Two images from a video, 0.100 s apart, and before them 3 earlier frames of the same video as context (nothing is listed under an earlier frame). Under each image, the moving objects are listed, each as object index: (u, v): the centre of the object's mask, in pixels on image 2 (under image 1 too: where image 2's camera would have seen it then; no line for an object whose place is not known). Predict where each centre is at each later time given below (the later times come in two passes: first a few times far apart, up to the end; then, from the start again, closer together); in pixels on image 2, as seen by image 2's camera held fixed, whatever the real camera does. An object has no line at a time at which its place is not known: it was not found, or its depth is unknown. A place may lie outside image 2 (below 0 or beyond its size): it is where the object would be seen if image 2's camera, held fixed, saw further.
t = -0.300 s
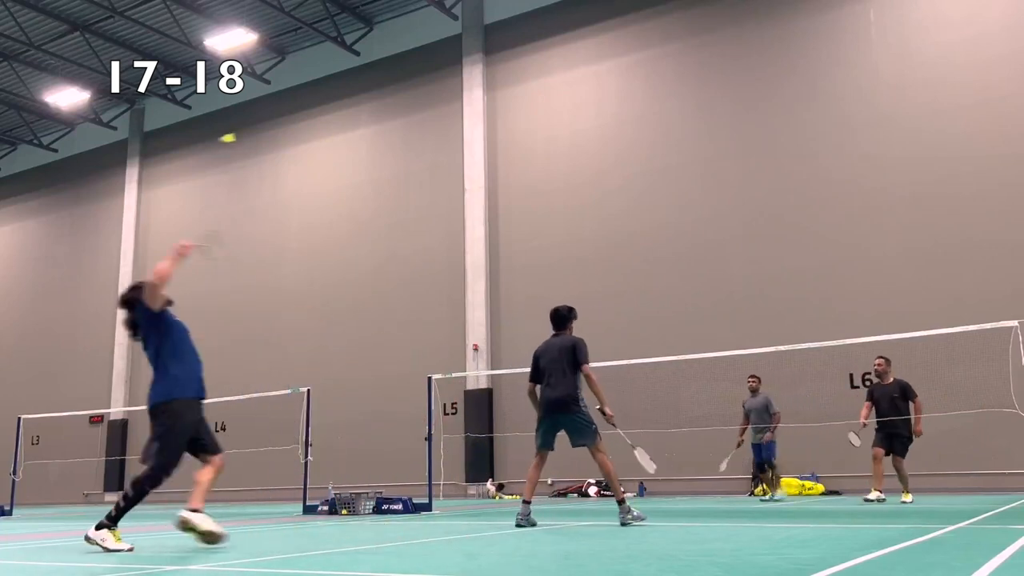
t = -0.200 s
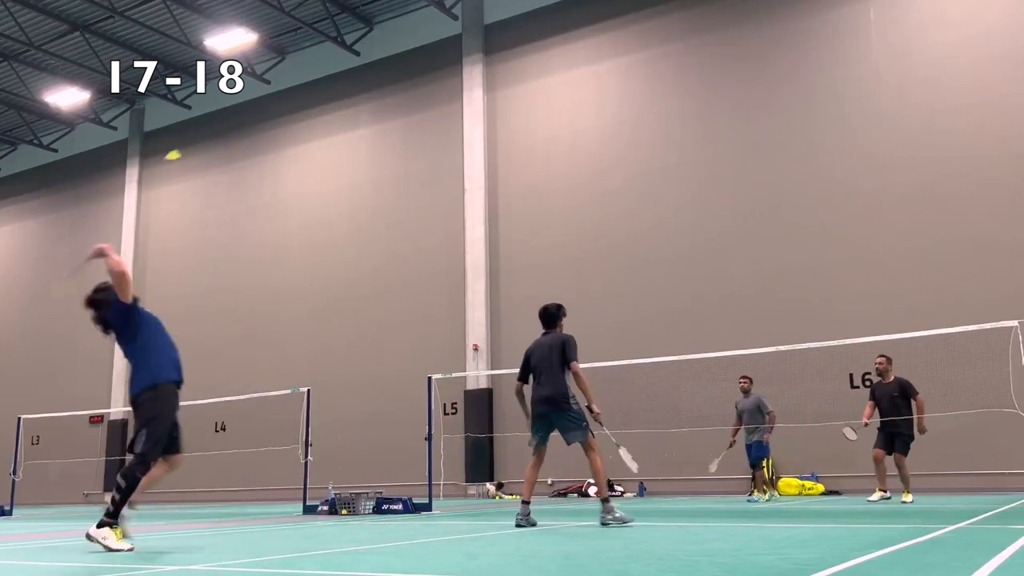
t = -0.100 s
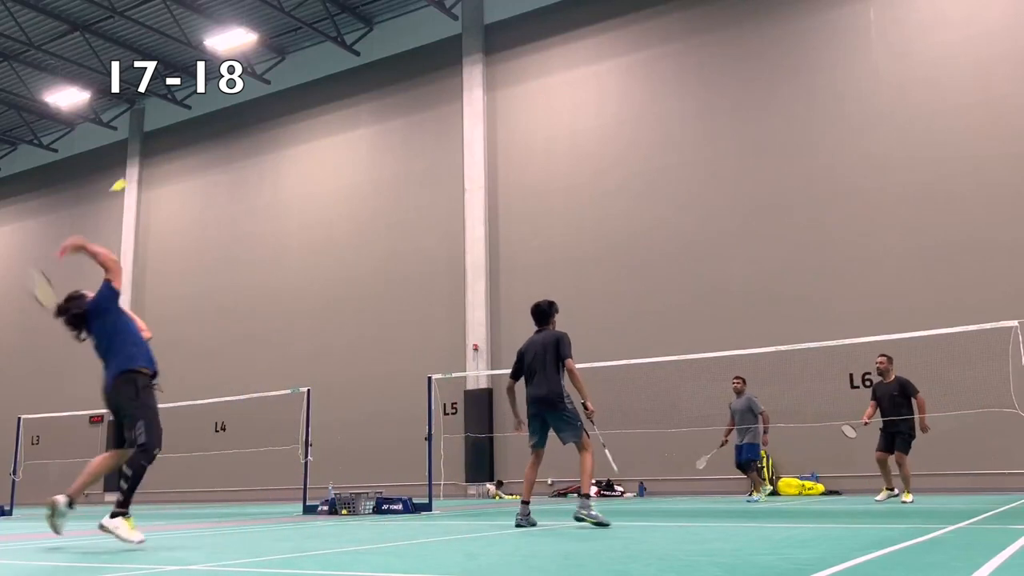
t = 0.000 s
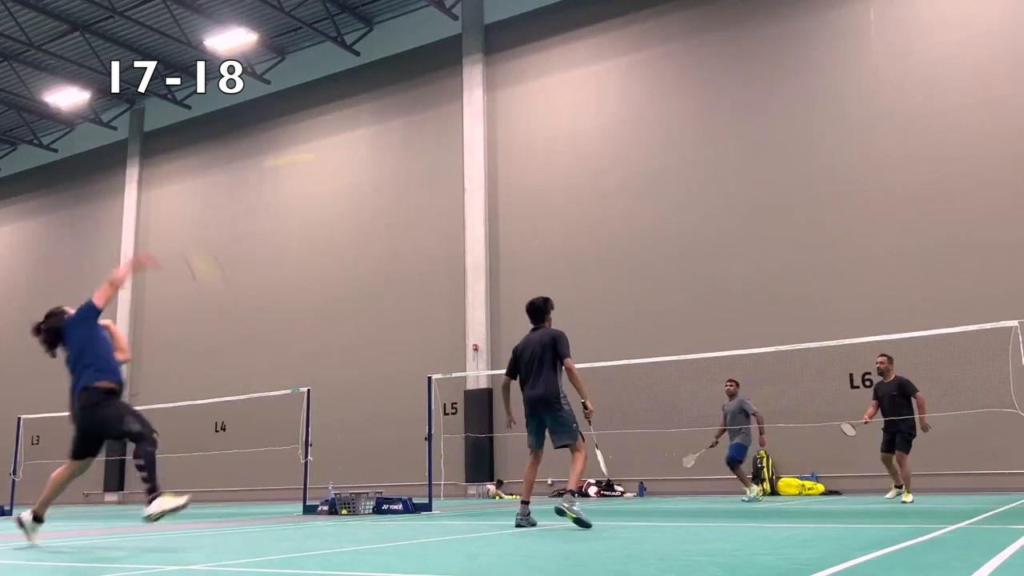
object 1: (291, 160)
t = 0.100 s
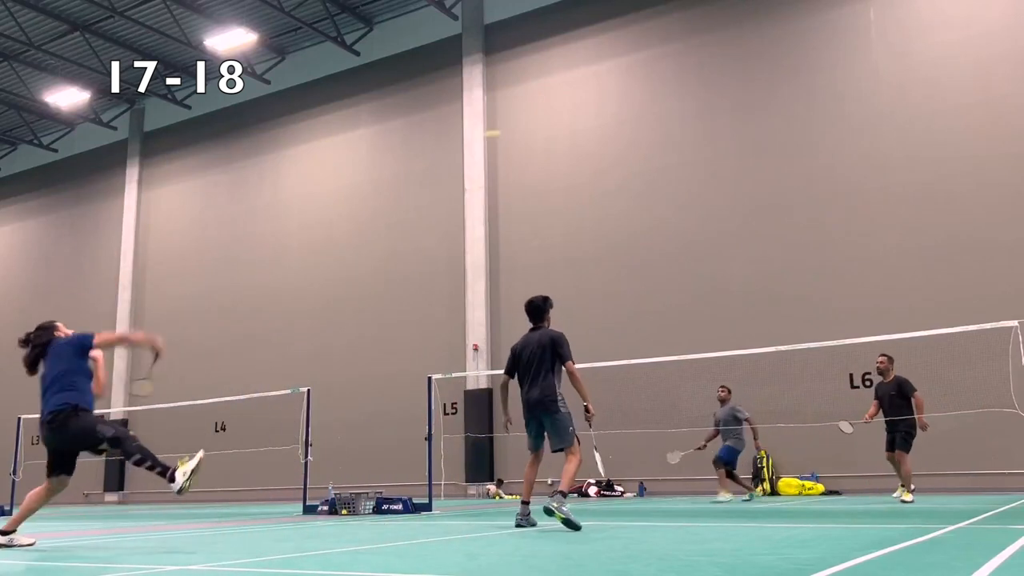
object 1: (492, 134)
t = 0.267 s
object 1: (633, 124)
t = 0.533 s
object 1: (746, 150)
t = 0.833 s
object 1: (822, 214)
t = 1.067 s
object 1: (865, 283)
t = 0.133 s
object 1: (528, 130)
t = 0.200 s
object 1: (588, 125)
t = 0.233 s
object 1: (612, 124)
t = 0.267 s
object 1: (633, 124)
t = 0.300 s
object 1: (652, 126)
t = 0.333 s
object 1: (669, 128)
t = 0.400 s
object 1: (699, 133)
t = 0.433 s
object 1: (712, 136)
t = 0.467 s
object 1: (724, 141)
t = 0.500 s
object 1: (736, 145)
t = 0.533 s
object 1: (746, 150)
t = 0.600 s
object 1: (766, 162)
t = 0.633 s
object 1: (775, 168)
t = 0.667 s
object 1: (784, 175)
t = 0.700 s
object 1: (792, 182)
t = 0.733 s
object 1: (800, 190)
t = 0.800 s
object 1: (815, 206)
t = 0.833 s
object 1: (822, 214)
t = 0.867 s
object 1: (829, 223)
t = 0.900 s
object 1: (835, 232)
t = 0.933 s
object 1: (841, 242)
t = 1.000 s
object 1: (853, 262)
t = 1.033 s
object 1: (860, 272)
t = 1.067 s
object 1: (865, 283)
